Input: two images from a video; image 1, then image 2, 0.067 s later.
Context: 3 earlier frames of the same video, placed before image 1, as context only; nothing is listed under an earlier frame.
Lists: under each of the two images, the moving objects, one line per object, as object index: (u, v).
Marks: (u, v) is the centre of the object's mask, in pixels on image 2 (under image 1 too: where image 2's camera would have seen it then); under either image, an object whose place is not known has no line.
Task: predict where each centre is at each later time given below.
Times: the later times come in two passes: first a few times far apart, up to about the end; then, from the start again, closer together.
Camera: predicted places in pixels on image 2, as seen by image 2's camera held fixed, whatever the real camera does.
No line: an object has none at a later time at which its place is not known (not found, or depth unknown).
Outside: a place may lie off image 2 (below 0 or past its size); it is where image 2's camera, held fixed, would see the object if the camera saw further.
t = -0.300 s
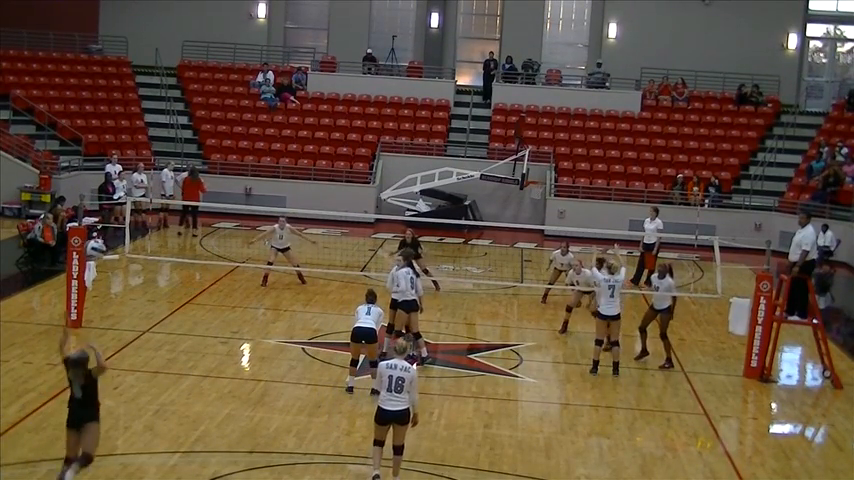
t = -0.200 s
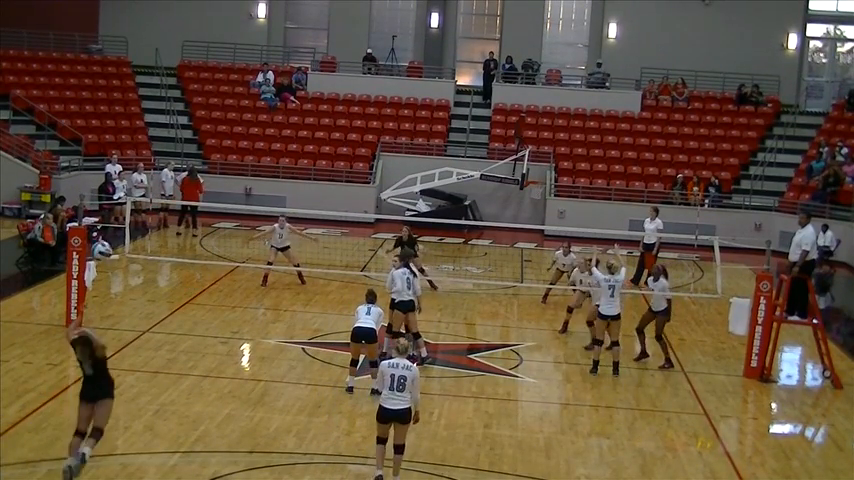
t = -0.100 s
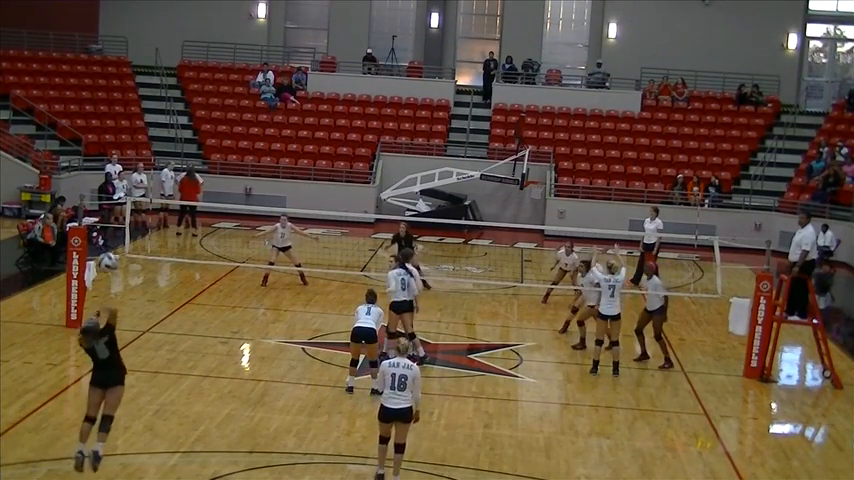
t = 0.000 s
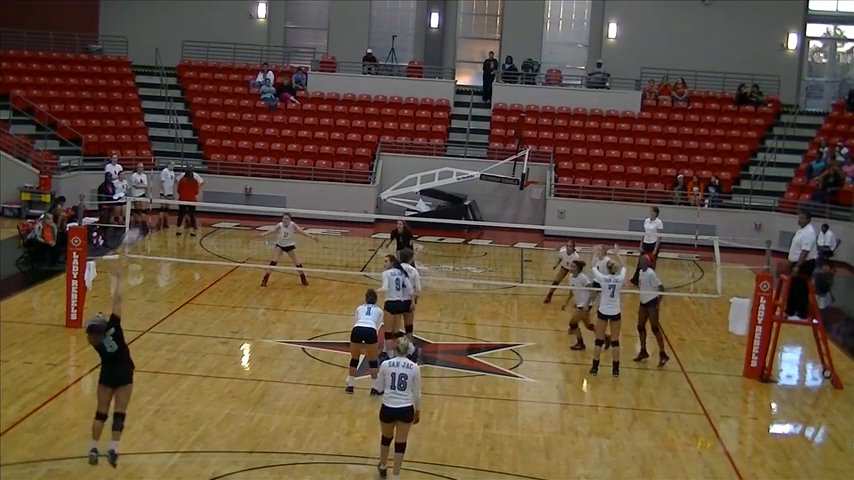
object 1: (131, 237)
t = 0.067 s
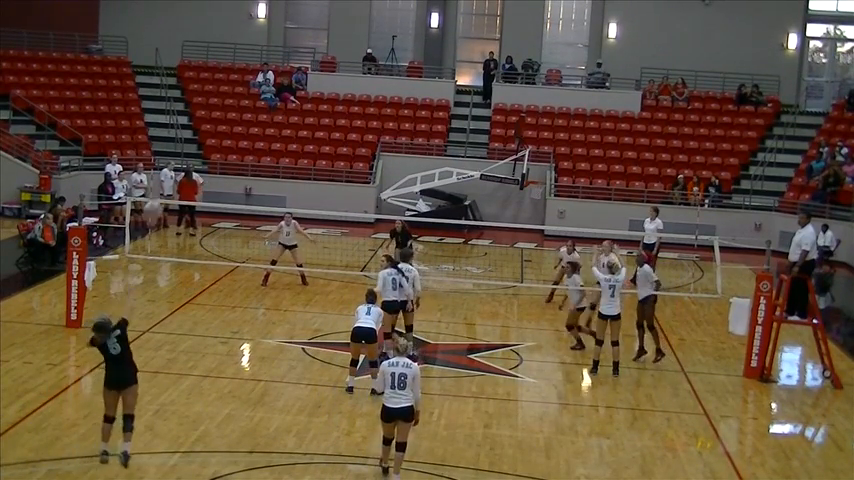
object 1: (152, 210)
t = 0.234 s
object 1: (195, 159)
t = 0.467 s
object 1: (231, 143)
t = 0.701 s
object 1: (254, 161)
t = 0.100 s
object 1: (163, 195)
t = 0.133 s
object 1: (171, 184)
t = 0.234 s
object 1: (195, 159)
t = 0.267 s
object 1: (201, 154)
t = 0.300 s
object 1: (207, 150)
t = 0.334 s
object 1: (213, 146)
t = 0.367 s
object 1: (216, 144)
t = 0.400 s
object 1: (223, 143)
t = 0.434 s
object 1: (228, 143)
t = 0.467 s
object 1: (231, 143)
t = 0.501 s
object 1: (236, 144)
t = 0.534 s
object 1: (239, 145)
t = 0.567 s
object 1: (243, 147)
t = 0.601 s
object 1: (245, 149)
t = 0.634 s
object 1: (248, 152)
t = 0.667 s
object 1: (252, 156)
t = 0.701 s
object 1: (254, 161)
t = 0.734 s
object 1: (257, 166)
